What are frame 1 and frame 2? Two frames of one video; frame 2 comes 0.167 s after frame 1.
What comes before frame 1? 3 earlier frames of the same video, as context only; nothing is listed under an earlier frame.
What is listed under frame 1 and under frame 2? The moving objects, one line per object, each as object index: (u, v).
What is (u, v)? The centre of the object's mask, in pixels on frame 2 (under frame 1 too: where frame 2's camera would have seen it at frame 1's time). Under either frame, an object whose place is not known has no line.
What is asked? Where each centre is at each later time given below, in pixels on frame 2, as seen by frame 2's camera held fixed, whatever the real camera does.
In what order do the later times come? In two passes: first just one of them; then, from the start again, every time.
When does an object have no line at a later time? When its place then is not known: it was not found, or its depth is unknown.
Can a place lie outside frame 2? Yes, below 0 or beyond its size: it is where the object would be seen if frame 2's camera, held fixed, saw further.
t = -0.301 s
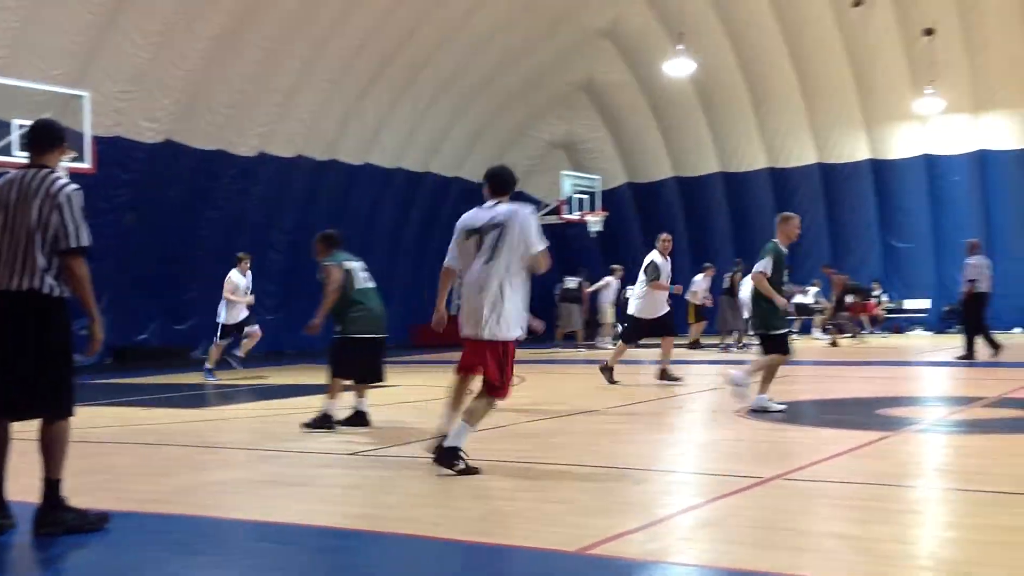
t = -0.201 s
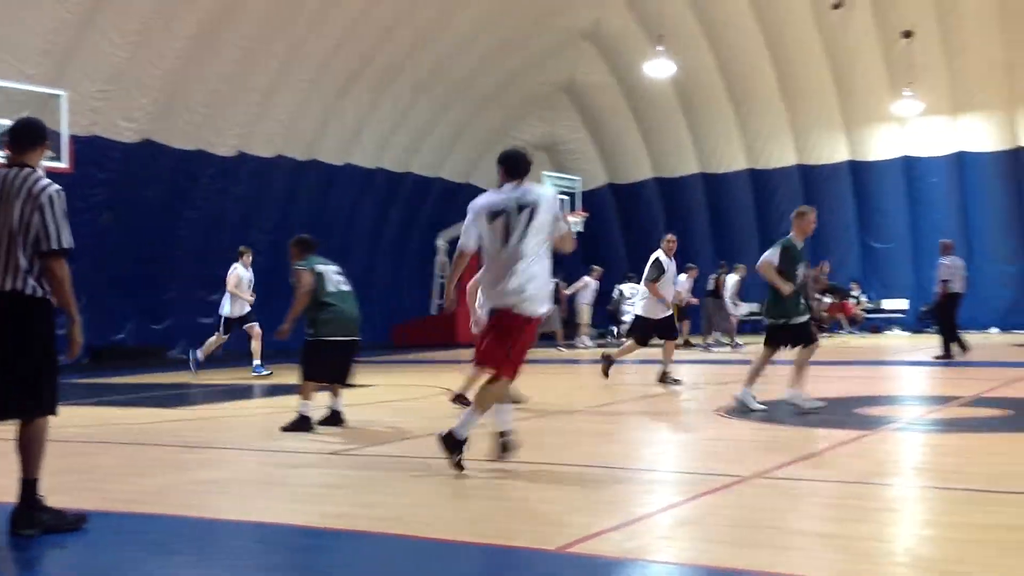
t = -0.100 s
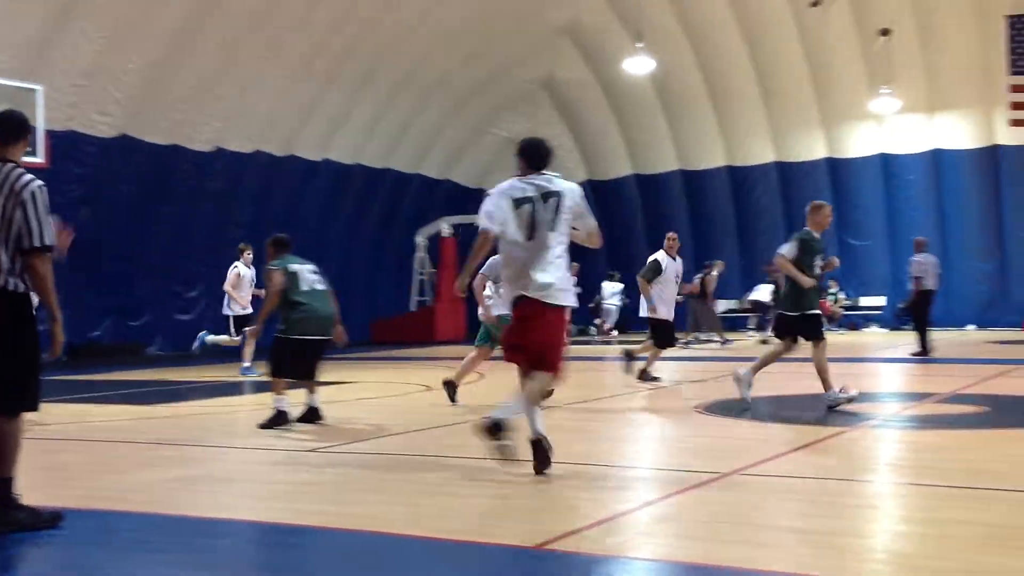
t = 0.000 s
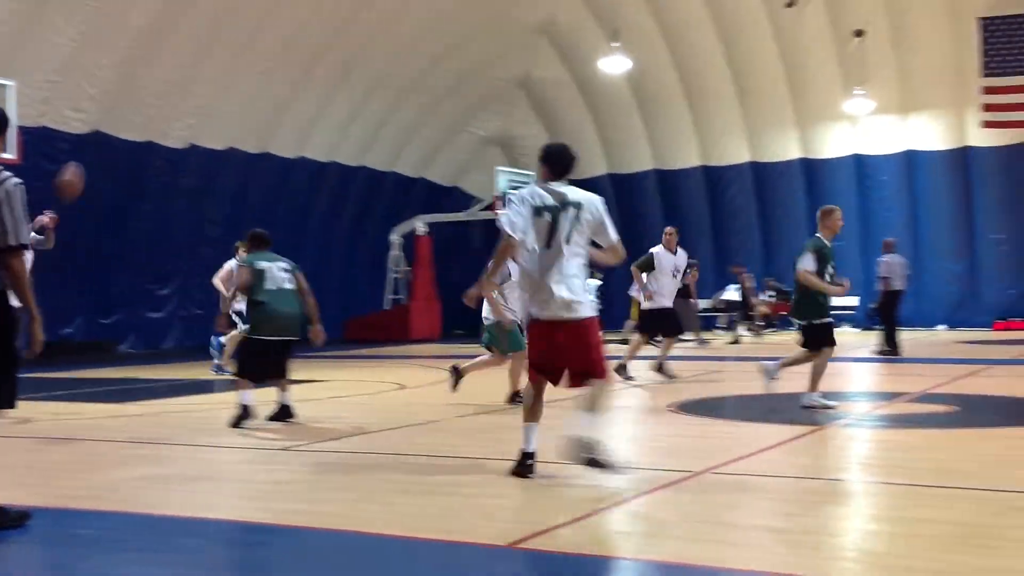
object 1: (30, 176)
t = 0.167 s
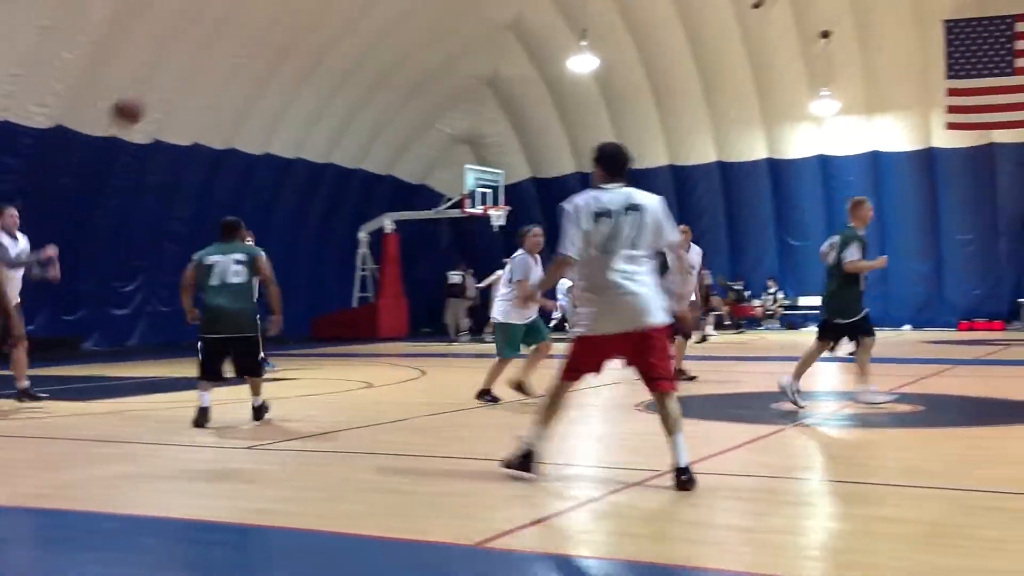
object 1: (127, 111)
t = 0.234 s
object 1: (170, 92)
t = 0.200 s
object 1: (147, 102)
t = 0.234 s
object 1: (170, 92)
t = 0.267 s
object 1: (190, 82)
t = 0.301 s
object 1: (211, 74)
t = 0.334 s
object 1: (235, 67)
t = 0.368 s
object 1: (258, 61)
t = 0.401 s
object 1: (282, 57)
